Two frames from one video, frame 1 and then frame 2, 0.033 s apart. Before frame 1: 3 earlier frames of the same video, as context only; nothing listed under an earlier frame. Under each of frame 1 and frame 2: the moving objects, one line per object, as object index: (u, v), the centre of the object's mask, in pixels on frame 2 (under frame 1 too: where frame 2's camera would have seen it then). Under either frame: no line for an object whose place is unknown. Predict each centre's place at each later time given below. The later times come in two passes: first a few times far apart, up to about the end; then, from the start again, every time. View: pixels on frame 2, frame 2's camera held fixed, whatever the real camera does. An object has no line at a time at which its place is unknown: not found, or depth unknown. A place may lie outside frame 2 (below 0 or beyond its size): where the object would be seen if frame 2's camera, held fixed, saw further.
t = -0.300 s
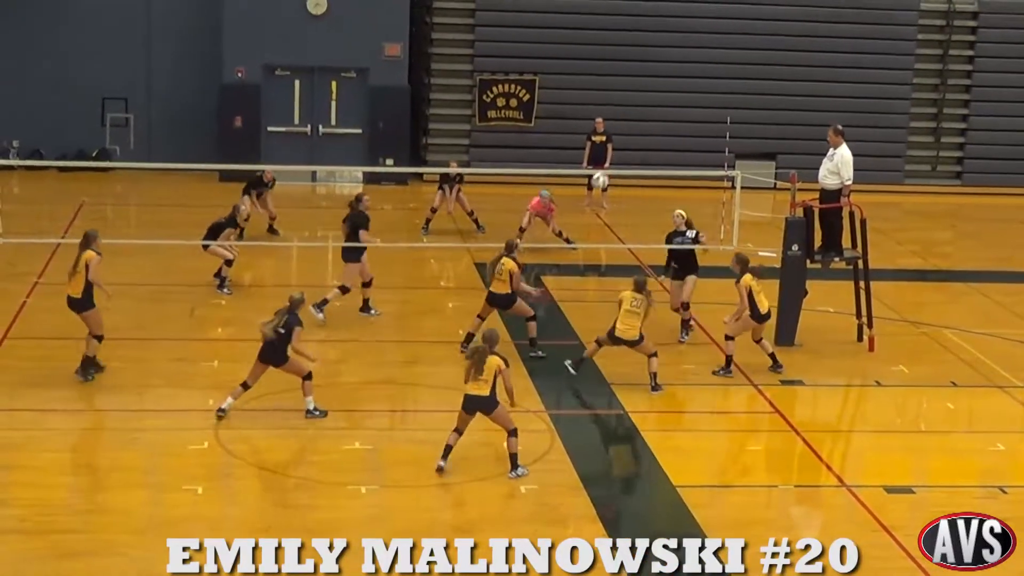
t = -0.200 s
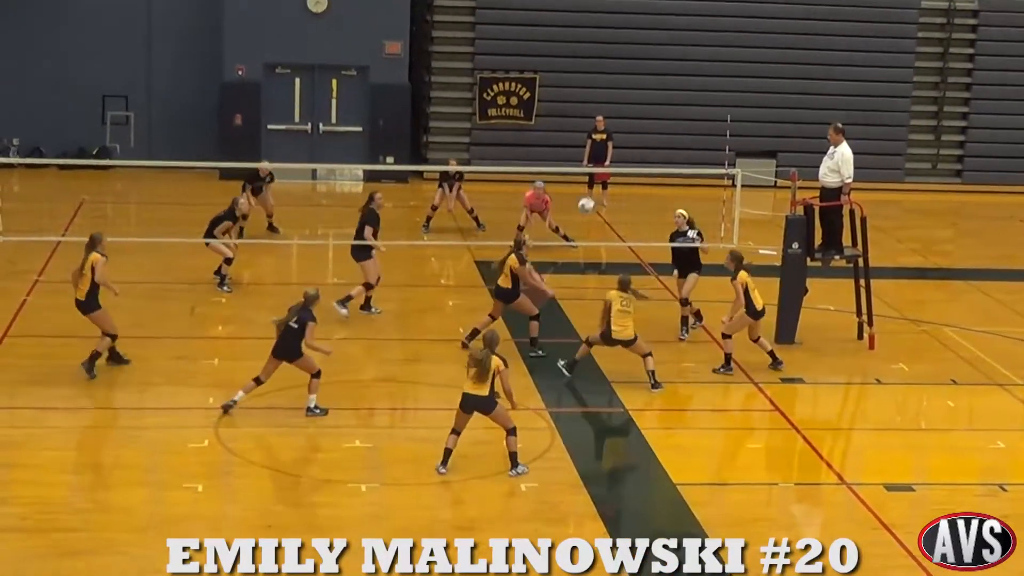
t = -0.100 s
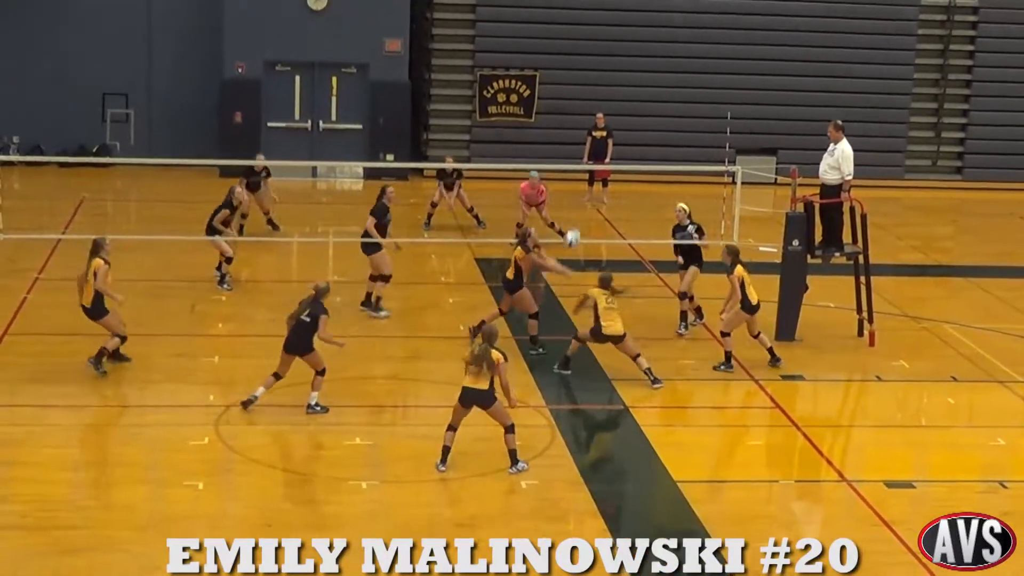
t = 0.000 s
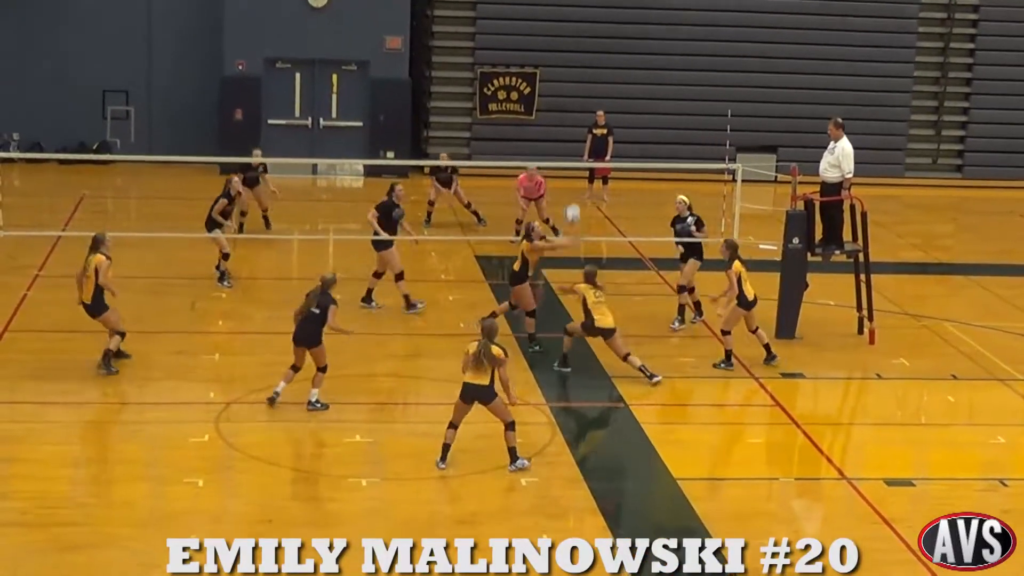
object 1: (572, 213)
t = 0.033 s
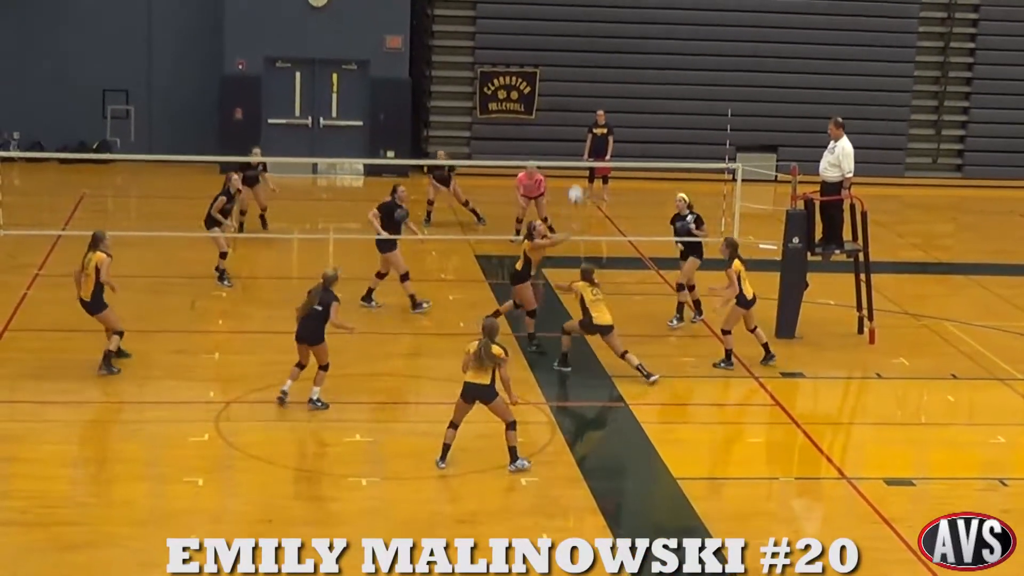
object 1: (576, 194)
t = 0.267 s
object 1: (592, 91)
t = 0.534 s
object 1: (609, 25)
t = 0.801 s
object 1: (623, 16)
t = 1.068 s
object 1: (634, 66)
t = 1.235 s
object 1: (638, 124)
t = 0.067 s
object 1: (578, 177)
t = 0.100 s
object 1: (580, 161)
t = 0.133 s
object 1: (582, 145)
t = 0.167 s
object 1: (584, 130)
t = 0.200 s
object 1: (587, 116)
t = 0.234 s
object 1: (589, 103)
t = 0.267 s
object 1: (592, 91)
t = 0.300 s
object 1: (595, 79)
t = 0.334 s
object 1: (597, 69)
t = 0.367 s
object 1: (599, 59)
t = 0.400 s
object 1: (601, 50)
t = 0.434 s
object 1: (603, 43)
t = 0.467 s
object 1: (605, 35)
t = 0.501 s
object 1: (607, 29)
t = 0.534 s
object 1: (609, 25)
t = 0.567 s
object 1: (611, 20)
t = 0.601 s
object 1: (613, 17)
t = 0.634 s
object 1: (615, 15)
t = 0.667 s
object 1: (617, 14)
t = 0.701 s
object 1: (619, 13)
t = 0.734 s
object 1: (620, 13)
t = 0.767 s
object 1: (622, 14)
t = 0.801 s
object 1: (623, 16)
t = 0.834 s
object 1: (625, 19)
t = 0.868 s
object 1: (626, 23)
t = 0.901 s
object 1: (628, 28)
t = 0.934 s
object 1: (629, 34)
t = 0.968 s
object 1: (630, 41)
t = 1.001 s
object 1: (632, 48)
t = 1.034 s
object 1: (632, 56)
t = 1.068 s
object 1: (634, 66)
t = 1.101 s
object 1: (635, 75)
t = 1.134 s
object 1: (636, 86)
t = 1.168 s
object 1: (637, 98)
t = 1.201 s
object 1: (638, 111)
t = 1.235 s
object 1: (638, 124)
